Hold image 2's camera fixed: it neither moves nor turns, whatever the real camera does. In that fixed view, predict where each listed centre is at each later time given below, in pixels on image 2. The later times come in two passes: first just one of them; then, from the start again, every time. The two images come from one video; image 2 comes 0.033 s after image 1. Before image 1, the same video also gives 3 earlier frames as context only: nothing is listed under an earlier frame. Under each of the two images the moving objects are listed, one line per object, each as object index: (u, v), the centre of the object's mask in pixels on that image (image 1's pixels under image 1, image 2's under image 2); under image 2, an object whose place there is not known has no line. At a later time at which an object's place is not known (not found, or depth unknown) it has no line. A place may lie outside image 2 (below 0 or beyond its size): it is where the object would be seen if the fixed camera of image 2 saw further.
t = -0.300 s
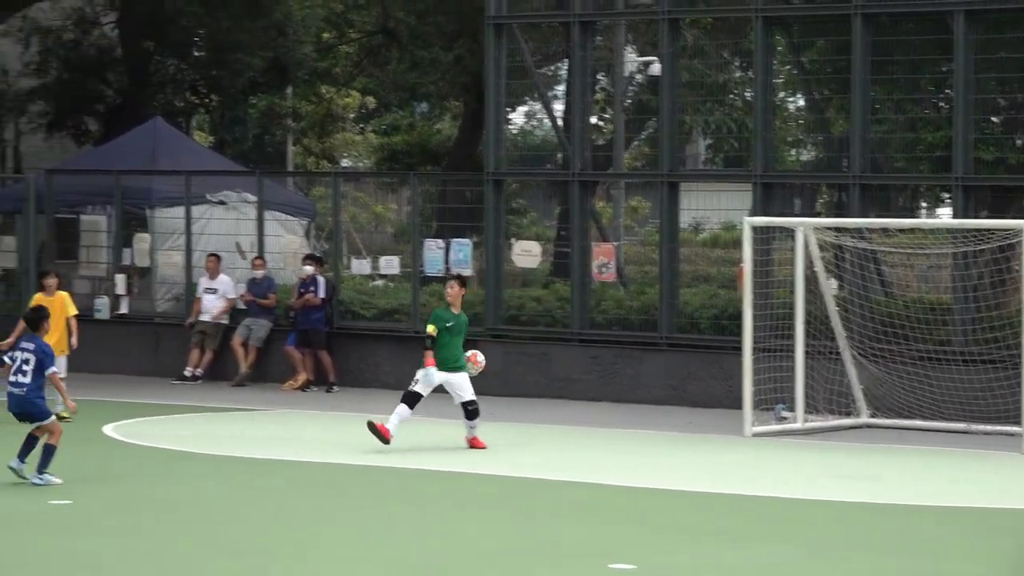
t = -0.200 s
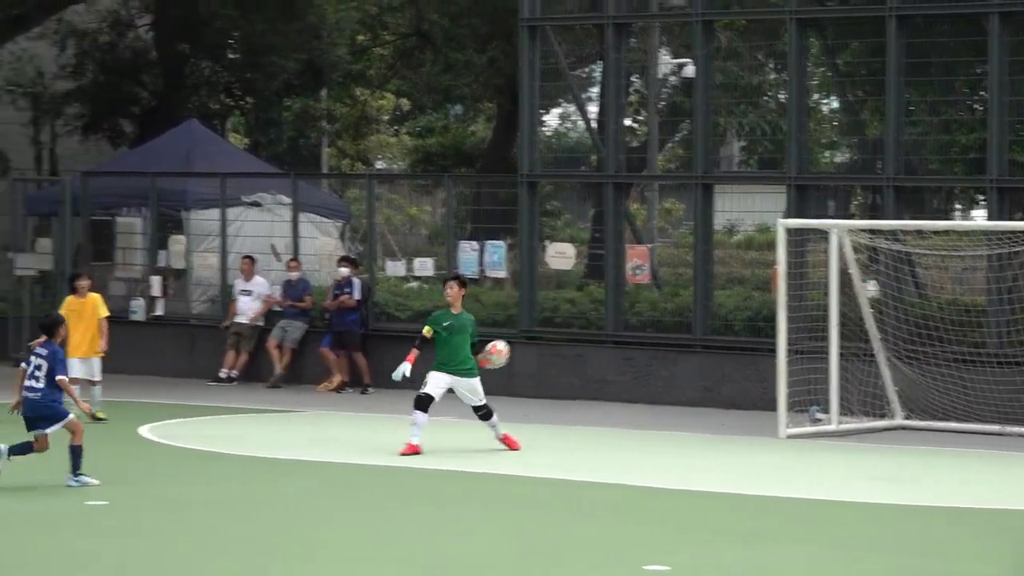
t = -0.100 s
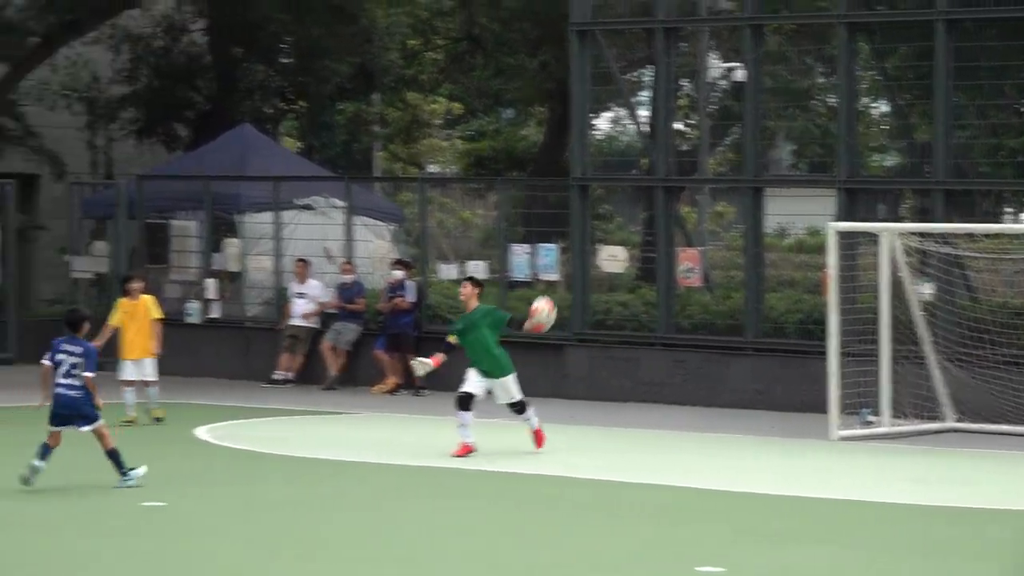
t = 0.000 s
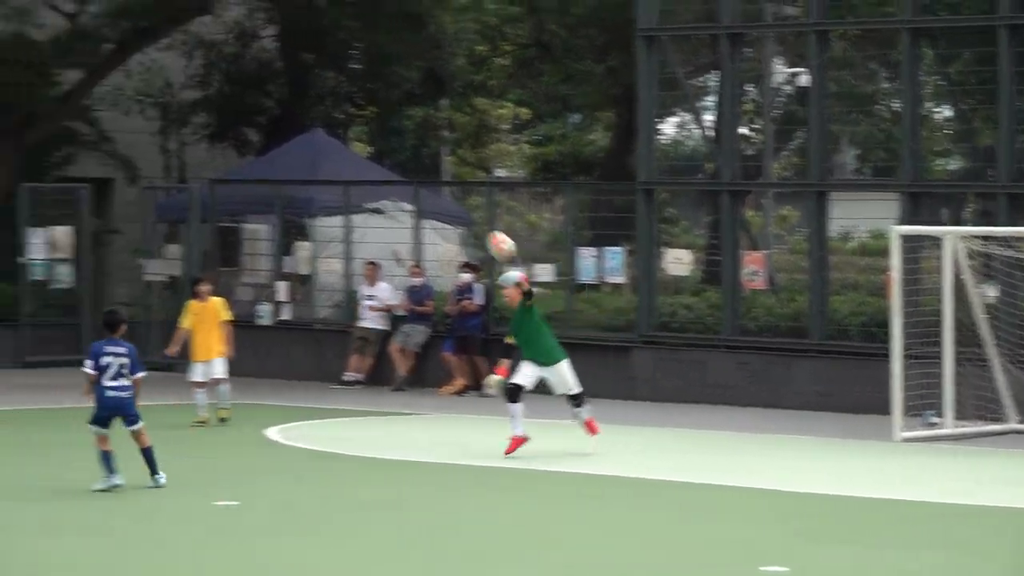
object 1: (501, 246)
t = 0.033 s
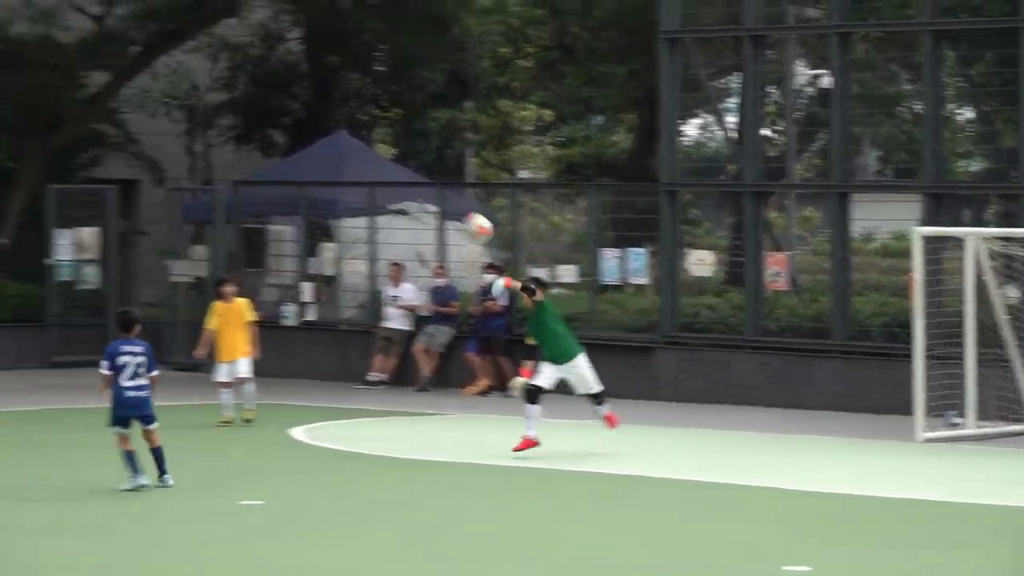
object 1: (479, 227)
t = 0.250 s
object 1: (162, 121)
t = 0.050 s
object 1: (455, 216)
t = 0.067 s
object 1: (432, 207)
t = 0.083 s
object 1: (407, 199)
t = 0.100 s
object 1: (384, 190)
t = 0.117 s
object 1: (360, 182)
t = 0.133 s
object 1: (336, 173)
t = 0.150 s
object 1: (311, 165)
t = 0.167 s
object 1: (287, 157)
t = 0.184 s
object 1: (262, 150)
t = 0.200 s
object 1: (238, 142)
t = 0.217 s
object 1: (213, 135)
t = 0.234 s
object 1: (187, 128)
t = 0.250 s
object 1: (162, 121)
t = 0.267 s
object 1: (135, 114)
